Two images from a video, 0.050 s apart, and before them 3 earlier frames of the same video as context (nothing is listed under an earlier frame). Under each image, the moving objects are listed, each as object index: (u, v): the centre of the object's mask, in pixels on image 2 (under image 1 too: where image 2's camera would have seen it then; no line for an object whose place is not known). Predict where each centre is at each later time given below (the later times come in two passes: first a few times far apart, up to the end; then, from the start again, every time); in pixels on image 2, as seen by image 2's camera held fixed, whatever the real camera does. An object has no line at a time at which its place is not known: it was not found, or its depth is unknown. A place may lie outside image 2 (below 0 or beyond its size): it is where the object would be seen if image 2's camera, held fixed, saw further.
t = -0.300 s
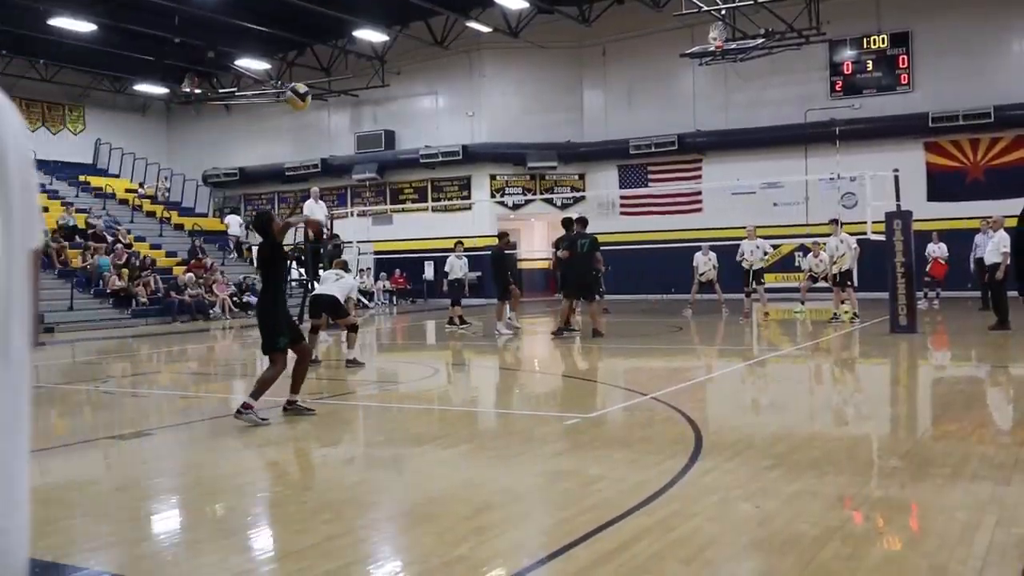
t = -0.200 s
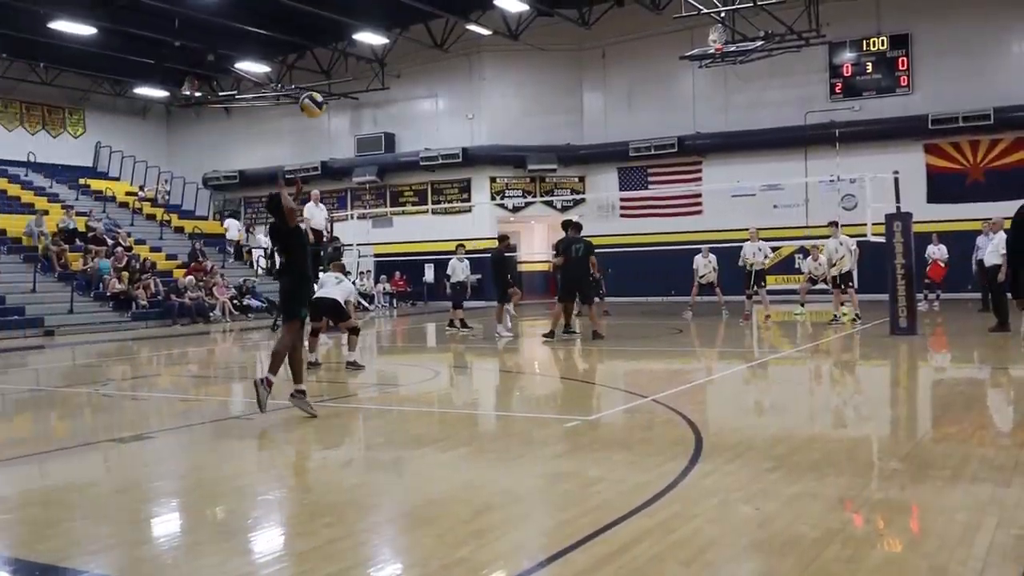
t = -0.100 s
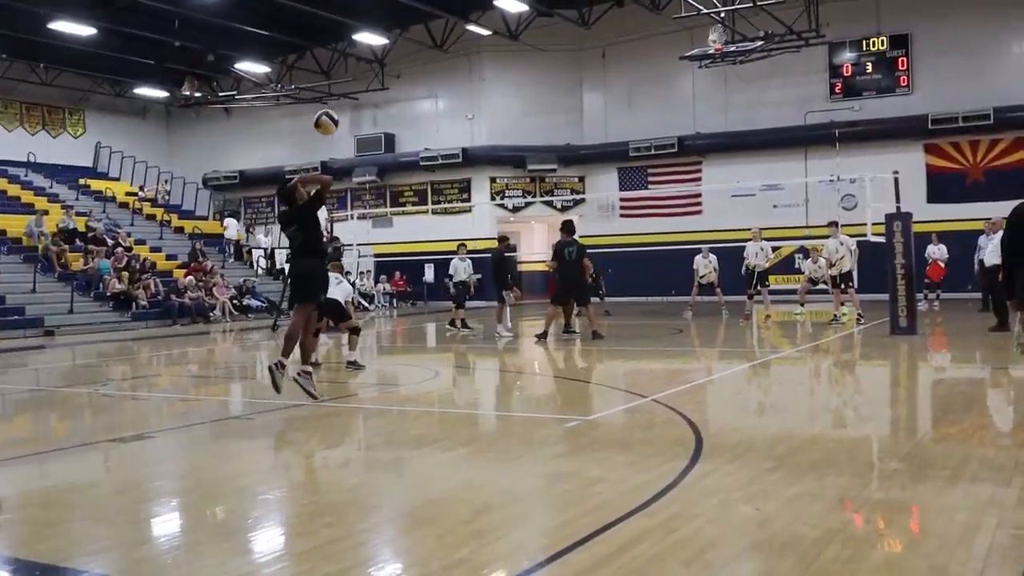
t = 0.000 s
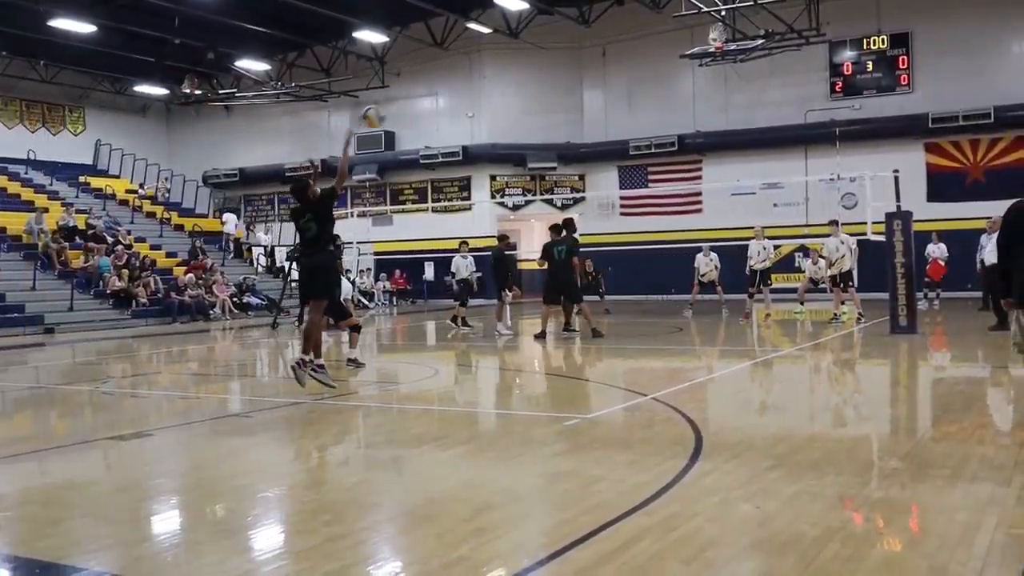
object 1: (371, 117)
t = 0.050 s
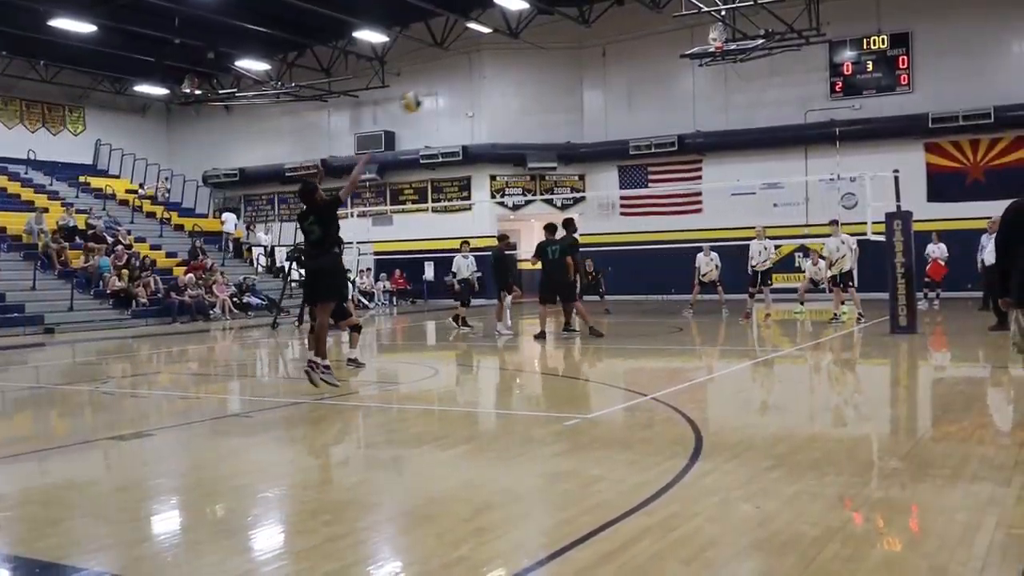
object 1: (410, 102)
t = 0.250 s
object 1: (526, 70)
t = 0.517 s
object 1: (622, 76)
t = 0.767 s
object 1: (683, 112)
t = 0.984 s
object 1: (720, 156)
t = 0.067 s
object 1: (423, 97)
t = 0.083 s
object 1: (434, 94)
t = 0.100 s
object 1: (445, 90)
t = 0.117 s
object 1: (455, 87)
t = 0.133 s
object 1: (465, 84)
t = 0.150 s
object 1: (474, 82)
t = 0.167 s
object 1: (483, 79)
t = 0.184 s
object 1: (492, 77)
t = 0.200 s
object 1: (501, 75)
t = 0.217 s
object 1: (510, 73)
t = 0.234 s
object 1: (518, 72)
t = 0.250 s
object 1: (526, 70)
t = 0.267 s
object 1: (533, 69)
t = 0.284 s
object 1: (540, 68)
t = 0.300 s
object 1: (548, 67)
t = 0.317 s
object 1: (555, 67)
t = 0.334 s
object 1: (561, 67)
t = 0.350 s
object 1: (568, 68)
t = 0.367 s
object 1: (574, 68)
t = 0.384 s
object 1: (580, 68)
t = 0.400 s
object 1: (586, 68)
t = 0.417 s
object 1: (591, 69)
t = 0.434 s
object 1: (597, 70)
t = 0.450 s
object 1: (602, 71)
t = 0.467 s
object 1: (607, 72)
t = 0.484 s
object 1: (612, 73)
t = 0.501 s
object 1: (617, 74)
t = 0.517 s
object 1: (622, 76)
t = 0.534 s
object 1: (627, 77)
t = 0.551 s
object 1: (632, 79)
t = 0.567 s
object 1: (637, 81)
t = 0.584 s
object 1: (640, 83)
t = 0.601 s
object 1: (645, 85)
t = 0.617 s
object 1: (649, 87)
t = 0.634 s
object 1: (653, 89)
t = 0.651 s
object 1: (658, 92)
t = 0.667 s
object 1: (662, 94)
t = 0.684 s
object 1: (665, 96)
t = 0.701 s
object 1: (669, 99)
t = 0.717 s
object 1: (673, 102)
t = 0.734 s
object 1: (676, 105)
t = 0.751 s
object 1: (679, 108)
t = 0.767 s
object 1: (683, 112)
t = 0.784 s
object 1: (686, 114)
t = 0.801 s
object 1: (689, 118)
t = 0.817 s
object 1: (692, 121)
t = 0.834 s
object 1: (695, 124)
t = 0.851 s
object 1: (698, 127)
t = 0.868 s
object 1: (701, 131)
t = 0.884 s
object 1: (703, 134)
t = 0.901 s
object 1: (706, 137)
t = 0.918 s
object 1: (710, 141)
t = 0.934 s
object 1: (713, 144)
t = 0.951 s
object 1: (716, 148)
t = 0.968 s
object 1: (718, 151)
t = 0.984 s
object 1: (720, 156)
